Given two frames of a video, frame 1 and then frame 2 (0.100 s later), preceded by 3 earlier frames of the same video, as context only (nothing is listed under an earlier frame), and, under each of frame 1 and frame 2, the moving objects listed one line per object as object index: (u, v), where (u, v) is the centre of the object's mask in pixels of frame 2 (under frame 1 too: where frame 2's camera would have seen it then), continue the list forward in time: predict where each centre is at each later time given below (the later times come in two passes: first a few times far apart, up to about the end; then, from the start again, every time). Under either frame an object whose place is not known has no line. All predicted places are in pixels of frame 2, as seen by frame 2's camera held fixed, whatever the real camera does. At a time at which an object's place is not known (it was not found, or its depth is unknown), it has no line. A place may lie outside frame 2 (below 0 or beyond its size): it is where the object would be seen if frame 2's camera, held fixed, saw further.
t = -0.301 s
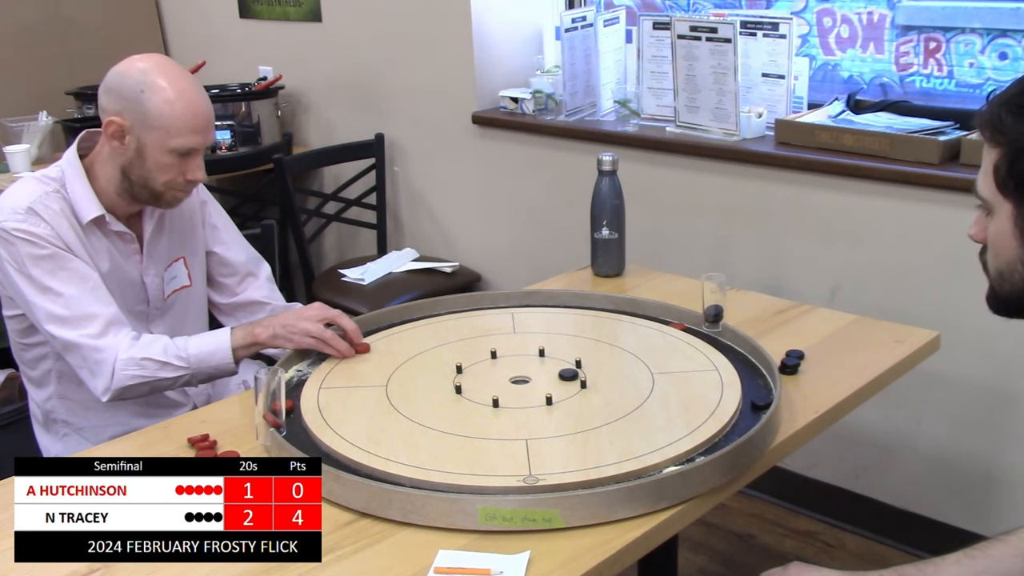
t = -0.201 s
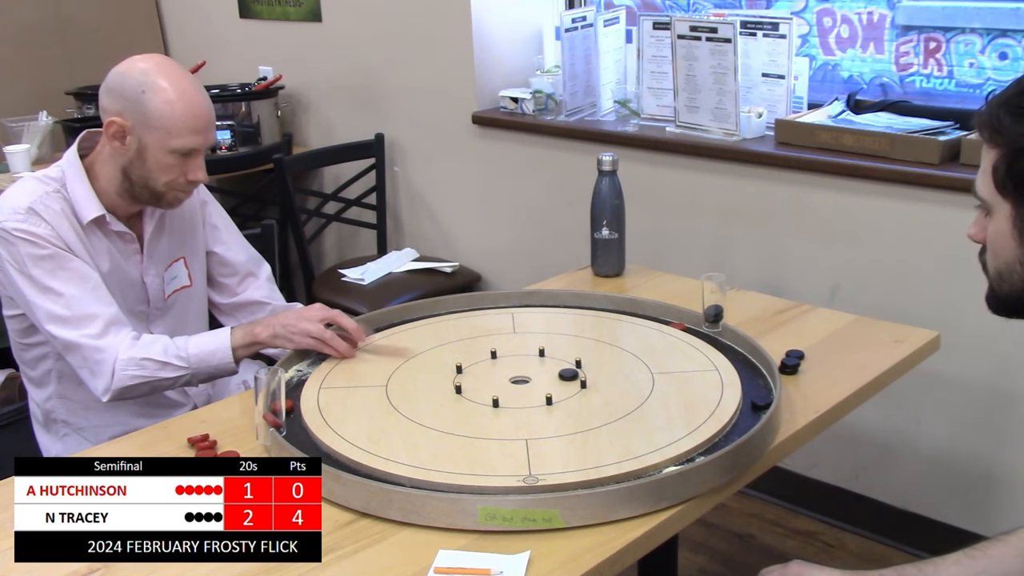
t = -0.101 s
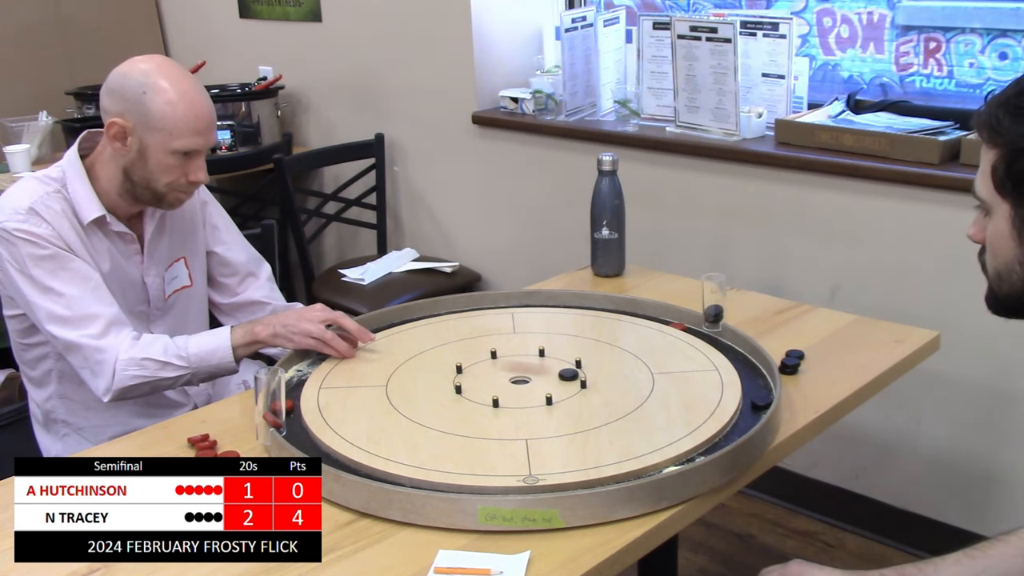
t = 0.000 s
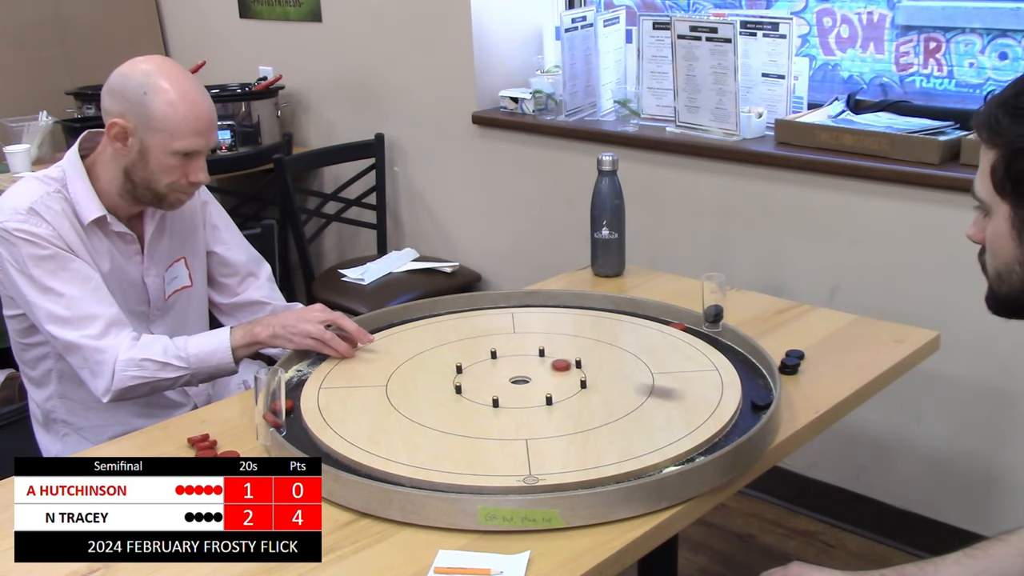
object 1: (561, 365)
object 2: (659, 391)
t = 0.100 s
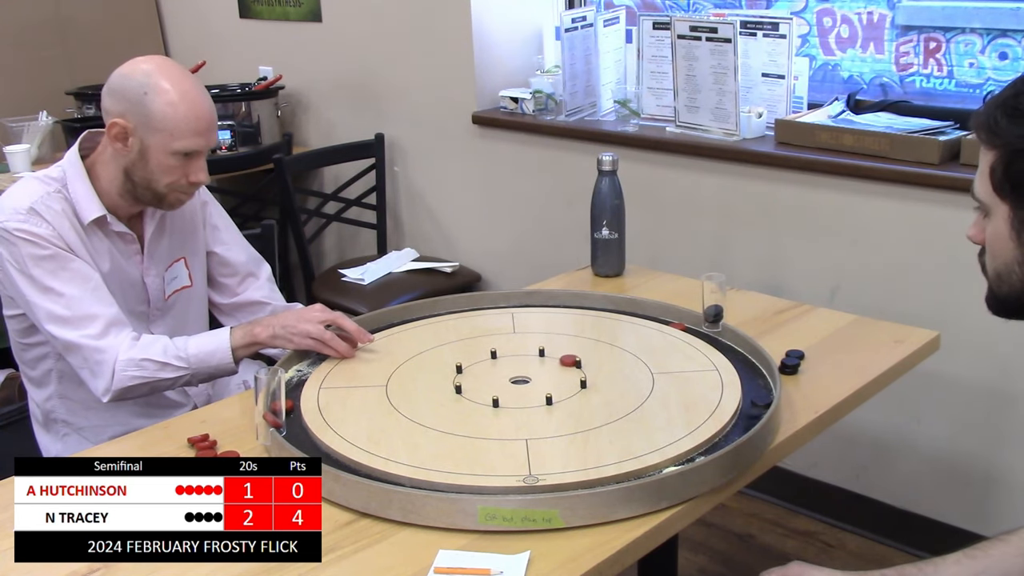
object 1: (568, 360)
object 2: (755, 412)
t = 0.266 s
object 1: (572, 357)
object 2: (752, 418)
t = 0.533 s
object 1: (572, 357)
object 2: (749, 419)
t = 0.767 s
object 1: (572, 357)
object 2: (749, 417)
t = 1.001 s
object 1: (572, 357)
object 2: (748, 418)
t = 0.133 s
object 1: (569, 359)
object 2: (754, 416)
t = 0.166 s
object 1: (570, 358)
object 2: (753, 415)
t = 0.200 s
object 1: (571, 357)
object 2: (749, 417)
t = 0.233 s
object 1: (572, 357)
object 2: (751, 417)
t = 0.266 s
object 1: (572, 357)
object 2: (752, 418)
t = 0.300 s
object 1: (572, 357)
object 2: (753, 418)
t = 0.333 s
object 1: (572, 357)
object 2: (753, 418)
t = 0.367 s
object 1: (572, 357)
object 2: (752, 419)
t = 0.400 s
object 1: (572, 357)
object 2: (752, 418)
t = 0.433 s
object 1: (572, 357)
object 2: (751, 418)
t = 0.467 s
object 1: (572, 357)
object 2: (751, 419)
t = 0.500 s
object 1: (572, 357)
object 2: (750, 419)
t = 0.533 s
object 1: (572, 357)
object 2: (749, 419)
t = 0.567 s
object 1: (572, 357)
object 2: (749, 418)
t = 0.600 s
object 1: (572, 357)
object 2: (749, 418)
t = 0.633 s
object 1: (572, 357)
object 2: (749, 418)
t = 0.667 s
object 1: (572, 357)
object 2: (748, 418)
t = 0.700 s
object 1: (572, 357)
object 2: (749, 418)
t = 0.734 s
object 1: (572, 357)
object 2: (749, 418)
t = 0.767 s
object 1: (572, 357)
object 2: (749, 417)
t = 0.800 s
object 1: (572, 357)
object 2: (748, 417)
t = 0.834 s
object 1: (572, 357)
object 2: (748, 417)
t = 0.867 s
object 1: (572, 357)
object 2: (748, 417)
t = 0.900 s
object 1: (572, 357)
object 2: (748, 417)
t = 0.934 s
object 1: (572, 357)
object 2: (748, 417)
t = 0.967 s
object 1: (572, 357)
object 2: (748, 418)
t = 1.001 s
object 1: (572, 357)
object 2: (748, 418)
